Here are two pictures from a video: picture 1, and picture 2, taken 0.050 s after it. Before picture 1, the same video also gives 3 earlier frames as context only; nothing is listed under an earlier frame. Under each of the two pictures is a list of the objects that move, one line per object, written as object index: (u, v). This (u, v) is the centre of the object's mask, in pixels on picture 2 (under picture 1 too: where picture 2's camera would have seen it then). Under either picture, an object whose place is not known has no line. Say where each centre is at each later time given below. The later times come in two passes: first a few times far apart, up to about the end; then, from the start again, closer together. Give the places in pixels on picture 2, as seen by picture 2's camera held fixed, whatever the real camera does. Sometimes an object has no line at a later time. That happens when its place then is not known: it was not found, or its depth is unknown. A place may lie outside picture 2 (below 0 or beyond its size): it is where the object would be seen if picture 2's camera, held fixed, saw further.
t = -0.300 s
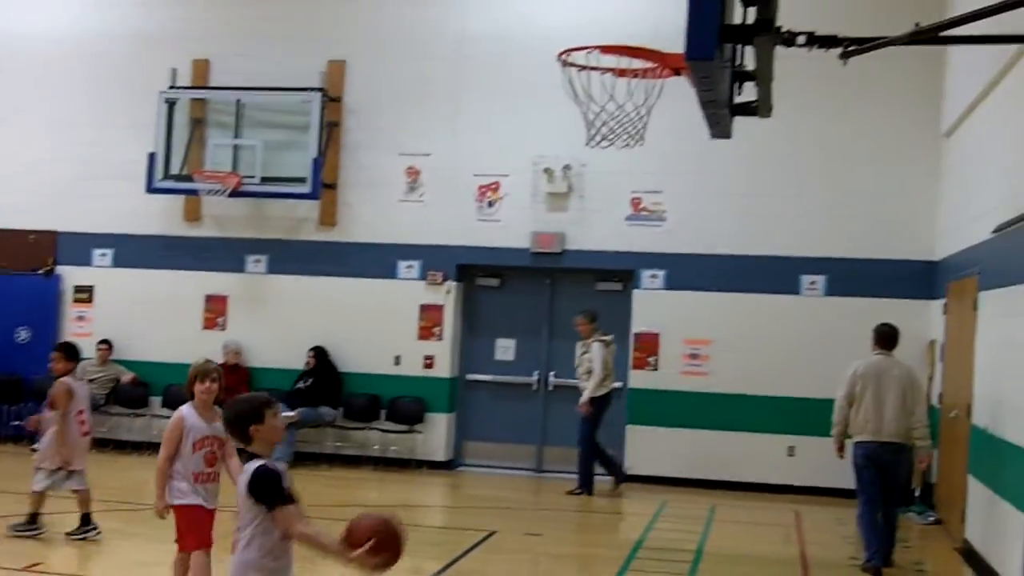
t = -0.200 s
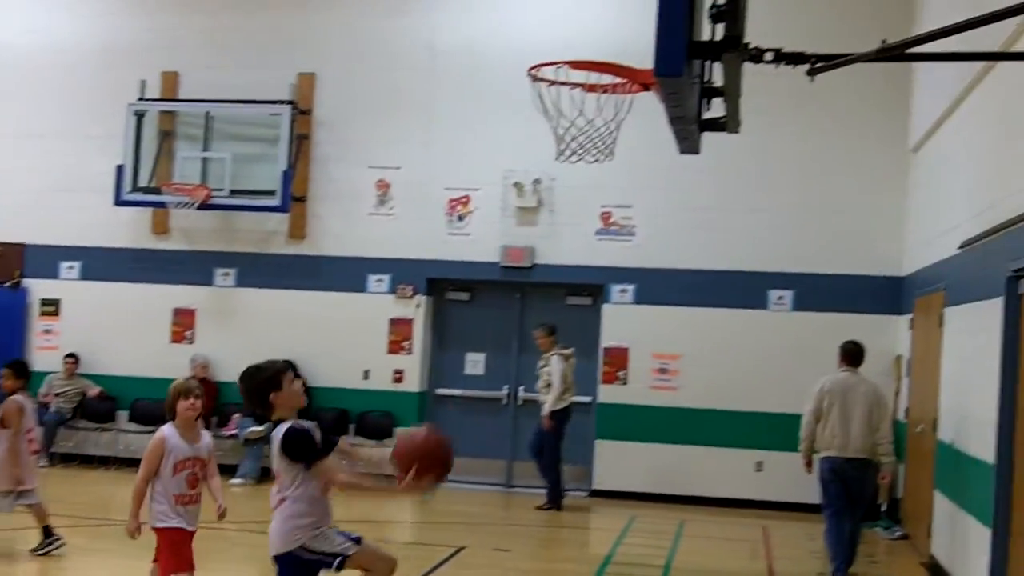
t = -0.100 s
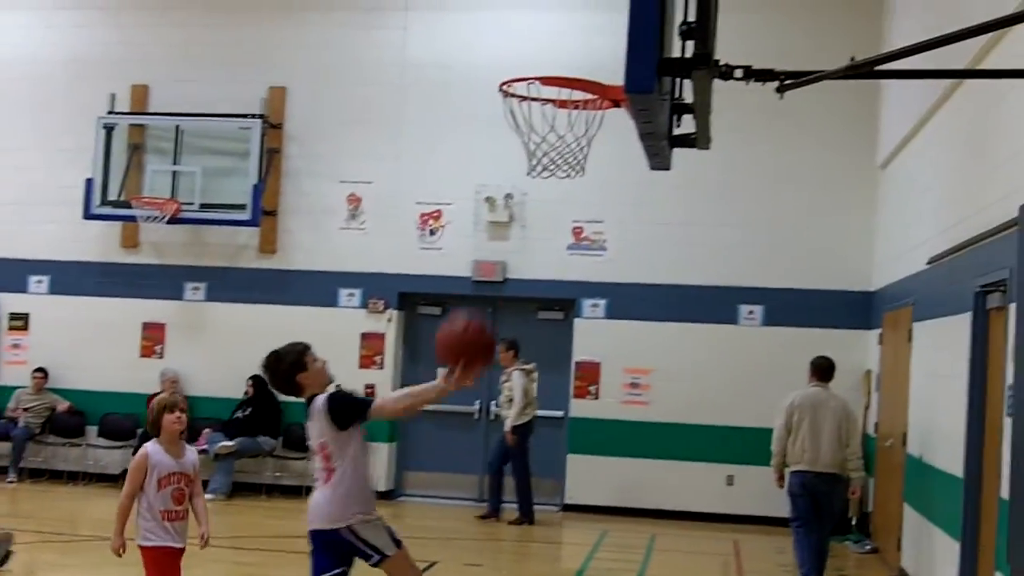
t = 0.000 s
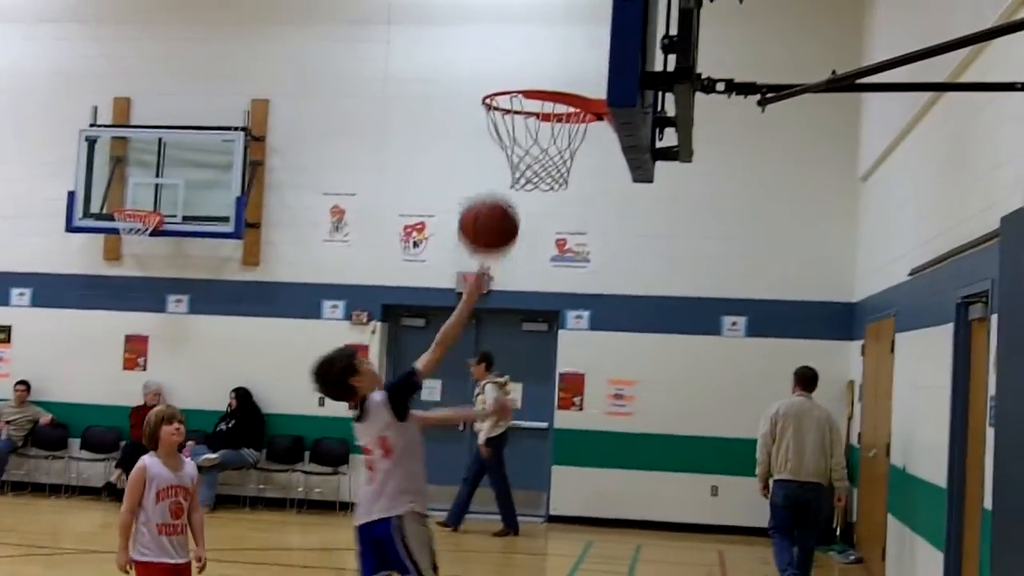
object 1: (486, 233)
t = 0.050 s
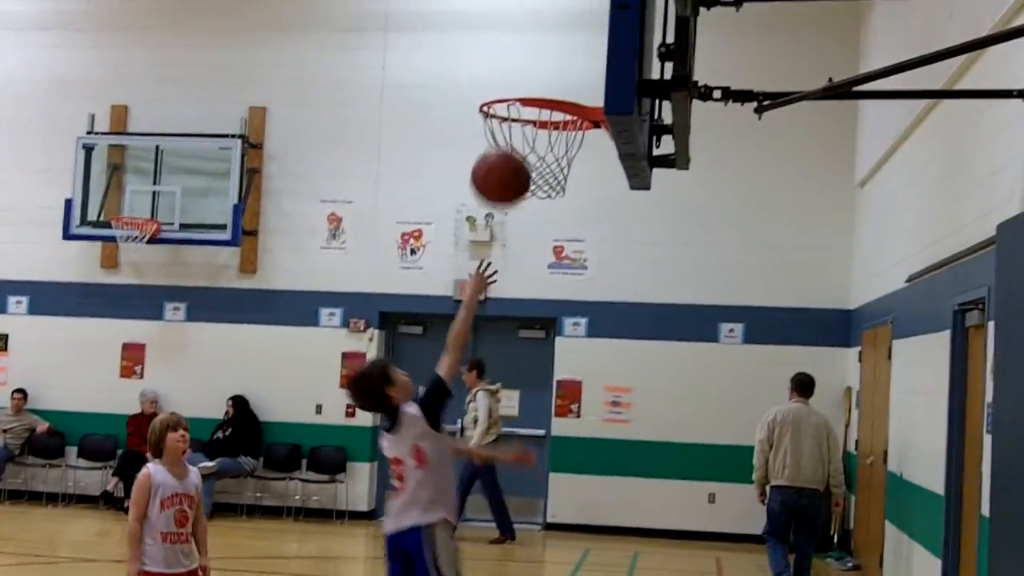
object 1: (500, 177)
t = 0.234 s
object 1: (550, 31)
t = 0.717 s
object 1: (568, 24)
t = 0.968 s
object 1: (527, 204)
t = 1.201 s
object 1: (491, 441)
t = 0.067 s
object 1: (505, 161)
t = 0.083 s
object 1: (510, 144)
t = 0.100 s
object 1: (514, 129)
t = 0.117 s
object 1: (519, 113)
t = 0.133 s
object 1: (524, 99)
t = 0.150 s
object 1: (529, 85)
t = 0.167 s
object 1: (533, 73)
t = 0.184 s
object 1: (537, 62)
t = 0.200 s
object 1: (541, 51)
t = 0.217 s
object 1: (546, 40)
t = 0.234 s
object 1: (550, 31)
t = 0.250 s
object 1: (554, 22)
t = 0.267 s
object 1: (558, 13)
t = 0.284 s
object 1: (562, 5)
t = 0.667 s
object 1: (576, 1)
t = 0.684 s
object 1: (573, 8)
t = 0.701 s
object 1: (571, 16)
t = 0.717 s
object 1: (568, 24)
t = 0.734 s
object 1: (565, 32)
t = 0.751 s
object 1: (563, 42)
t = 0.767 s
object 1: (559, 52)
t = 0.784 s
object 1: (557, 62)
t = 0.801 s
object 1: (554, 73)
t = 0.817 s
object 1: (552, 81)
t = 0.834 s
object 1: (549, 86)
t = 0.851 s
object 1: (543, 111)
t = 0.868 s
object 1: (542, 128)
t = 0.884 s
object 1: (540, 138)
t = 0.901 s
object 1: (537, 153)
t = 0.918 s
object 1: (535, 170)
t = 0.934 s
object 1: (533, 180)
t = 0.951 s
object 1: (530, 191)
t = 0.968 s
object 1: (527, 204)
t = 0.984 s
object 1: (525, 216)
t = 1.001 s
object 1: (522, 230)
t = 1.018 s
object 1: (520, 244)
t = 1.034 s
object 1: (517, 258)
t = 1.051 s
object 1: (515, 273)
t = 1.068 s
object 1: (513, 289)
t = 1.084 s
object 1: (510, 306)
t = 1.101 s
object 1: (507, 325)
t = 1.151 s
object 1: (498, 377)
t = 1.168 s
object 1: (497, 396)
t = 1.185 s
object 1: (494, 419)
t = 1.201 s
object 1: (491, 441)
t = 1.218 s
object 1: (489, 461)
